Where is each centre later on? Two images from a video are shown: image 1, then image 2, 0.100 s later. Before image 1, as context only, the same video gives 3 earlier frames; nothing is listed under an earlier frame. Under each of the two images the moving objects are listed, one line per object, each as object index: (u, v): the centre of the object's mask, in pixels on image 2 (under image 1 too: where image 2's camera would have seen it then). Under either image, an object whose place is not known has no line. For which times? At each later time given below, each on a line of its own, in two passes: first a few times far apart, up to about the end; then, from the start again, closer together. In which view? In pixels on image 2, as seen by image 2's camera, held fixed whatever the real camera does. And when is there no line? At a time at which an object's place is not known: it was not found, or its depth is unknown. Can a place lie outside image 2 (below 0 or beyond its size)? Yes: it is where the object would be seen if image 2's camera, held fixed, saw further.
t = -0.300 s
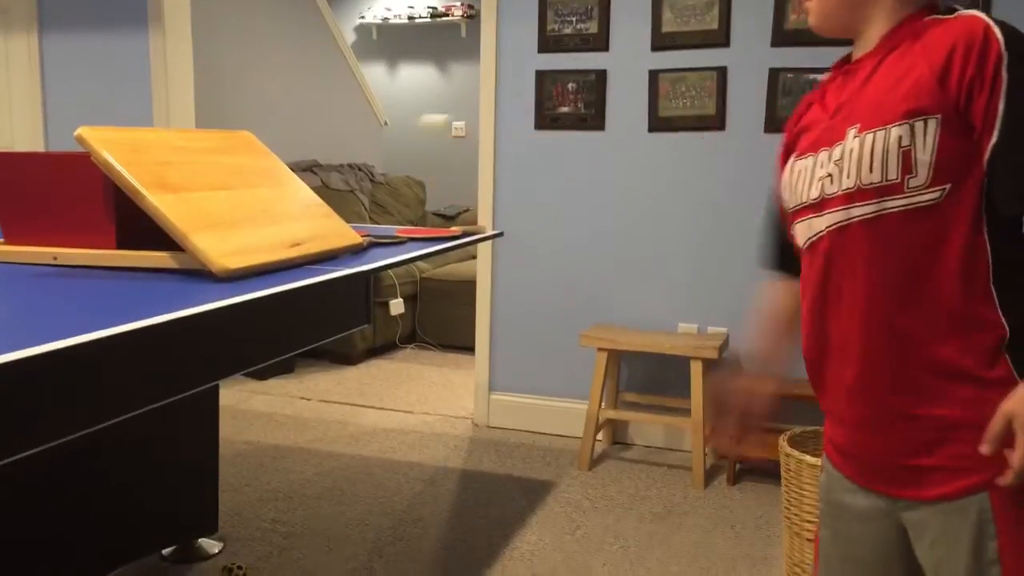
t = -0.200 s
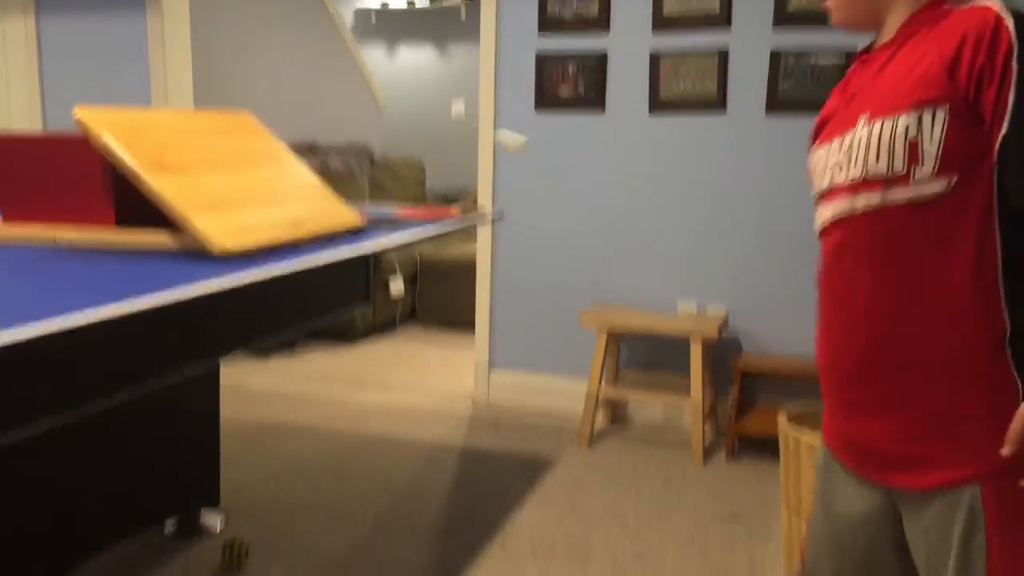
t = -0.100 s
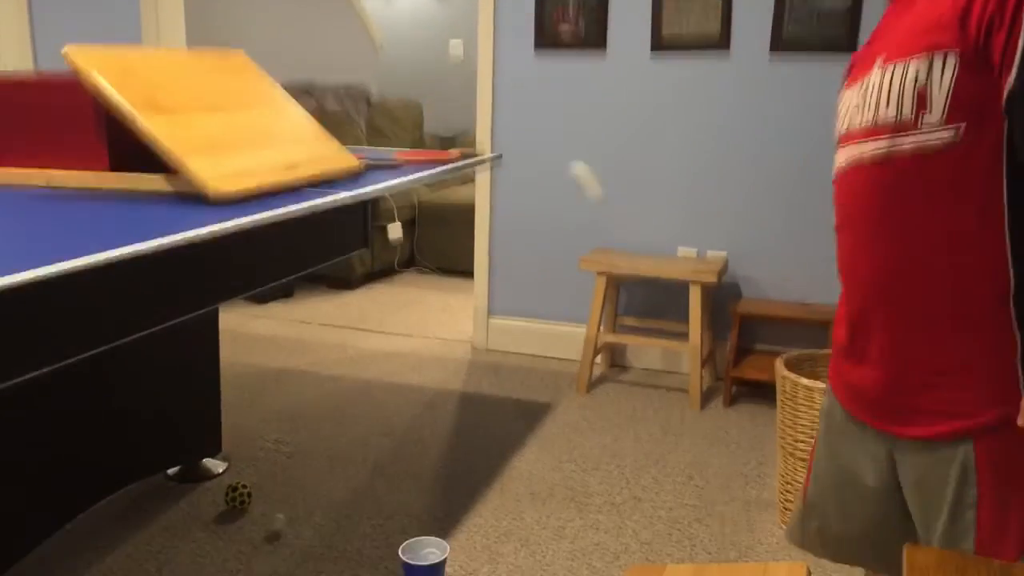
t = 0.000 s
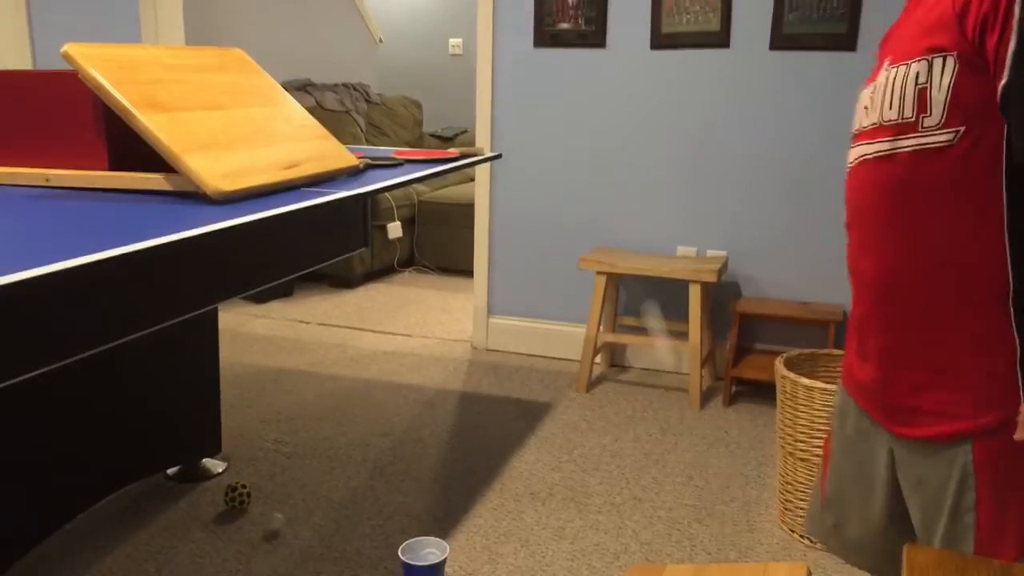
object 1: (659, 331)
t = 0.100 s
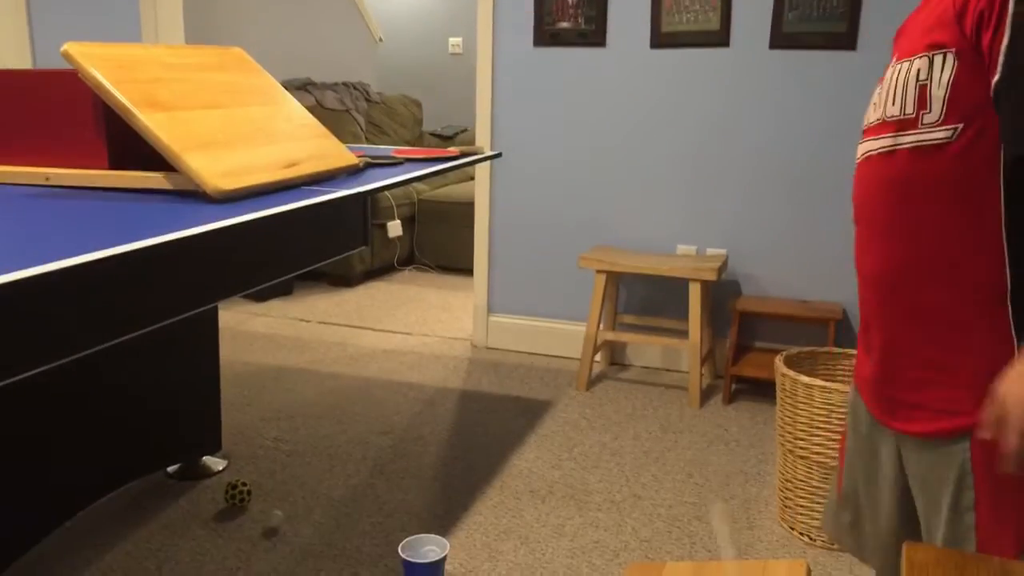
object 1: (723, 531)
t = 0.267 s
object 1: (682, 376)
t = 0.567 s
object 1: (550, 247)
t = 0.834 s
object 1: (439, 513)
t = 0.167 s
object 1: (721, 521)
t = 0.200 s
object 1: (708, 465)
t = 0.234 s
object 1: (696, 421)
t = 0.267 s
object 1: (682, 376)
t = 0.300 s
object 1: (670, 339)
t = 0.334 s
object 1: (656, 307)
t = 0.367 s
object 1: (642, 282)
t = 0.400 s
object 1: (625, 257)
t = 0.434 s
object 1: (609, 242)
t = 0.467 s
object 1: (594, 233)
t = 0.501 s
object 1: (580, 233)
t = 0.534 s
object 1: (565, 237)
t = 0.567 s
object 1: (550, 247)
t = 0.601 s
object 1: (535, 262)
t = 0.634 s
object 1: (520, 283)
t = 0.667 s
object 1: (507, 305)
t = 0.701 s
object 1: (490, 344)
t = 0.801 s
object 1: (450, 471)
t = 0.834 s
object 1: (439, 513)
